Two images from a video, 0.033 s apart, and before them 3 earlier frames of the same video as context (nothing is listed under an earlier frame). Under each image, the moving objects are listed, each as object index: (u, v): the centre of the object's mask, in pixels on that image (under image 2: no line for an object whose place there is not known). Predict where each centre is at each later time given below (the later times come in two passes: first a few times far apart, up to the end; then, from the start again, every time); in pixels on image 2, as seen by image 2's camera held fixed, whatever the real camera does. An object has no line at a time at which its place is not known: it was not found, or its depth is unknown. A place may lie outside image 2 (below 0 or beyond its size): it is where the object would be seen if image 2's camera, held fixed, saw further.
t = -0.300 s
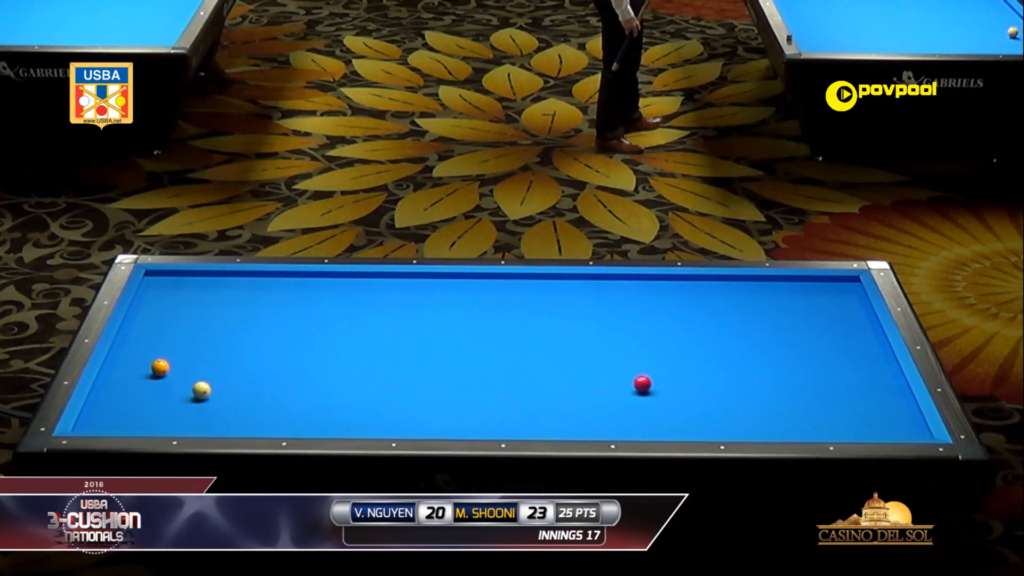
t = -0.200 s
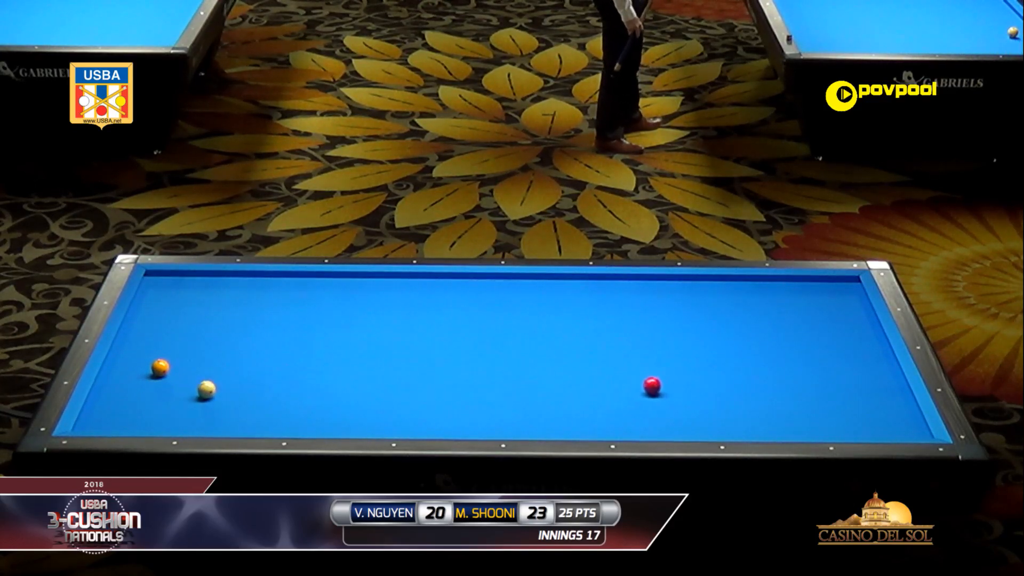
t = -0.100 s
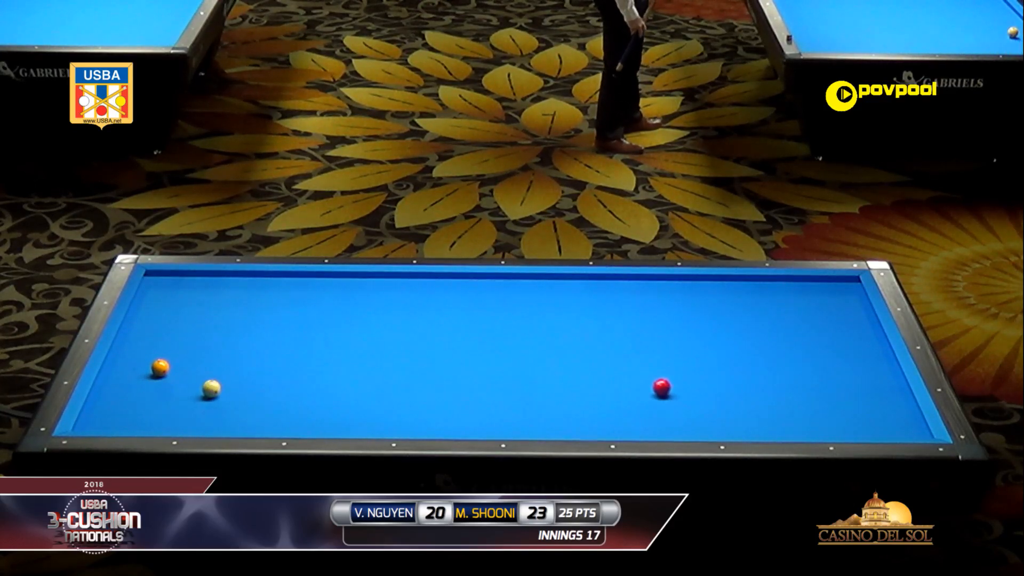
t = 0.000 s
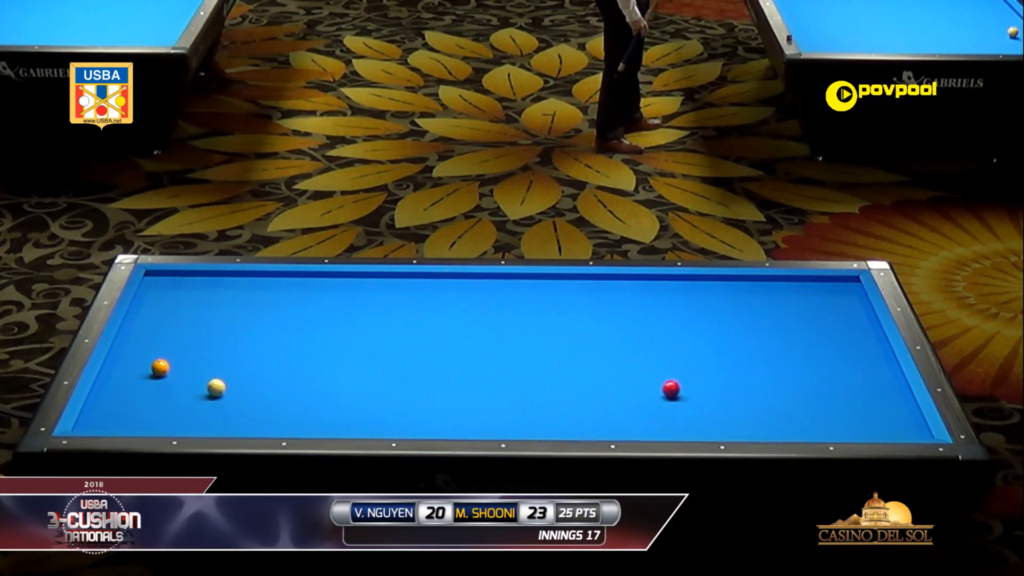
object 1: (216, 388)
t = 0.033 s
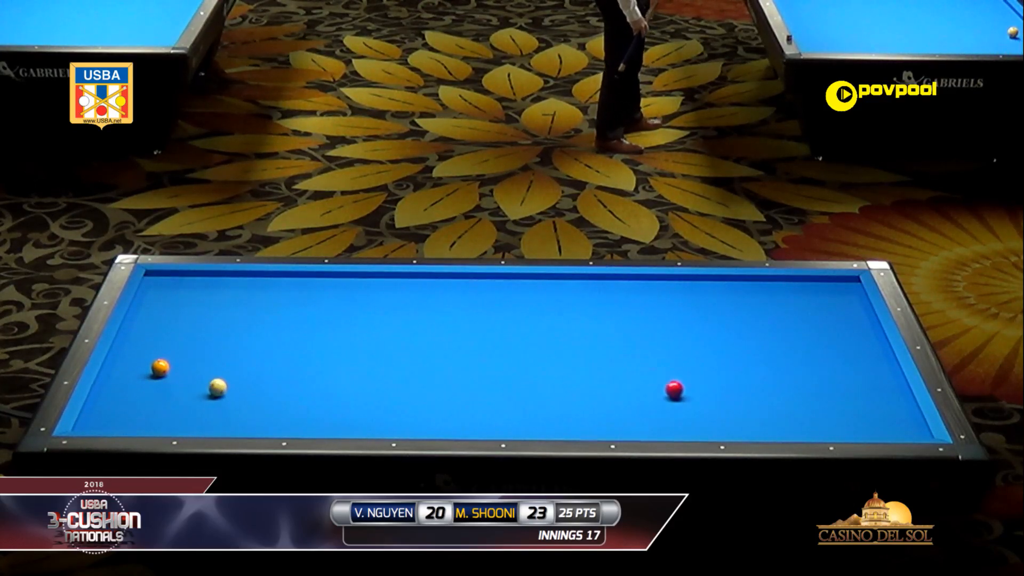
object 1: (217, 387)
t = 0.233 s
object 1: (226, 386)
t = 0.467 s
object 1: (236, 384)
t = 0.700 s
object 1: (245, 382)
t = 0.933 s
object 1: (253, 380)
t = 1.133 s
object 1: (260, 379)
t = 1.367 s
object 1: (267, 377)
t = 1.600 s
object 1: (272, 376)
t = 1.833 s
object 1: (278, 374)
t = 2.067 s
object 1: (282, 374)
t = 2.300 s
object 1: (287, 372)
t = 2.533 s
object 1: (290, 372)
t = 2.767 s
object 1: (293, 371)
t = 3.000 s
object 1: (295, 370)
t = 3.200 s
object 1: (297, 370)
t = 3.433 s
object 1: (298, 370)
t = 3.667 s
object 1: (298, 369)
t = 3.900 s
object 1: (299, 369)
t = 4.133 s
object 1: (299, 369)
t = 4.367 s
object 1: (299, 369)
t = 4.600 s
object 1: (299, 369)
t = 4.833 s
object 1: (299, 369)
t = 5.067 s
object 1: (299, 369)
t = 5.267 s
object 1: (298, 369)
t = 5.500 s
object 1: (299, 369)
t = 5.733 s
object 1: (298, 369)
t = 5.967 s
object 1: (299, 369)
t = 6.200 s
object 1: (299, 369)
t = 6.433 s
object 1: (299, 368)
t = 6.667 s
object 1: (299, 369)
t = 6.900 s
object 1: (298, 369)
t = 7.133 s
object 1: (299, 369)
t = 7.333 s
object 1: (299, 369)
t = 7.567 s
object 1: (299, 369)
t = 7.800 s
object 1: (298, 369)
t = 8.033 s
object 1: (299, 369)
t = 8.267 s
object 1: (299, 369)
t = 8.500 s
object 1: (298, 369)
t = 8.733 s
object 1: (299, 369)
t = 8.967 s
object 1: (299, 369)
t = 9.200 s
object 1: (299, 369)
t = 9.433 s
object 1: (298, 369)
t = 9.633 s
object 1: (298, 369)
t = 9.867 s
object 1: (298, 369)
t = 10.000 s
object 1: (298, 369)
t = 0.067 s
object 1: (219, 387)
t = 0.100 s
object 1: (220, 387)
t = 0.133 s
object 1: (222, 386)
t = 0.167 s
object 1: (224, 386)
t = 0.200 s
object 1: (225, 385)
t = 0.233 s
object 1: (226, 386)
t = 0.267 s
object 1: (228, 385)
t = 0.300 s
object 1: (229, 385)
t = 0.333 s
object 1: (231, 385)
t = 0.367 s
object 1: (232, 385)
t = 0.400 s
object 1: (233, 384)
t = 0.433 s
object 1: (235, 384)
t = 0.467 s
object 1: (236, 384)
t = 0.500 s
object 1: (238, 384)
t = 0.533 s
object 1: (239, 383)
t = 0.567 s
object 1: (240, 383)
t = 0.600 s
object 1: (241, 383)
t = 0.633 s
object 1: (243, 382)
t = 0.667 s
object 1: (244, 382)
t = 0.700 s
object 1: (245, 382)
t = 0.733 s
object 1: (246, 382)
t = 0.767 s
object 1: (248, 382)
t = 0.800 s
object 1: (249, 381)
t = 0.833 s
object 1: (250, 381)
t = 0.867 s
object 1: (251, 381)
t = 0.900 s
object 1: (252, 380)
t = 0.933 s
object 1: (253, 380)
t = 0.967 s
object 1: (254, 380)
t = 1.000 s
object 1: (255, 380)
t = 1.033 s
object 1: (257, 380)
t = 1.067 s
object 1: (258, 379)
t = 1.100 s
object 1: (258, 379)
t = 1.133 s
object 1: (260, 379)
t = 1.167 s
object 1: (261, 378)
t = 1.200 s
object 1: (262, 379)
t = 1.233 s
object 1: (263, 378)
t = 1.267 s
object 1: (264, 378)
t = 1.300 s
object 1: (265, 378)
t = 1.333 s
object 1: (266, 377)
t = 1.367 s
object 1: (267, 377)
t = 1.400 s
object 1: (267, 377)
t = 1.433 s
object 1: (268, 377)
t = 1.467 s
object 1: (269, 377)
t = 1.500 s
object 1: (270, 377)
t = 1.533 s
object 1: (271, 376)
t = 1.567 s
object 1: (272, 376)
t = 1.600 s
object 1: (272, 376)
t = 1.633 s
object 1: (273, 376)
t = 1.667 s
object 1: (274, 376)
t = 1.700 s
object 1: (275, 375)
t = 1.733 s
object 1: (276, 375)
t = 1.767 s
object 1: (277, 375)
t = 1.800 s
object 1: (277, 375)
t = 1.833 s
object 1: (278, 374)
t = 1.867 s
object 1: (279, 374)
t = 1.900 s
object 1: (279, 374)
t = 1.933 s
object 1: (280, 374)
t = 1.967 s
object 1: (281, 374)
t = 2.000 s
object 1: (281, 374)
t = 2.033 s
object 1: (282, 374)
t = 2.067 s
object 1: (282, 374)
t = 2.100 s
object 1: (283, 373)
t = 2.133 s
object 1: (284, 373)
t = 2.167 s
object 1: (284, 373)
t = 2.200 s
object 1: (285, 373)
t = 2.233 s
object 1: (285, 373)
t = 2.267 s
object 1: (286, 373)
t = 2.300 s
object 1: (287, 372)
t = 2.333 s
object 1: (287, 372)
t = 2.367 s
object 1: (288, 372)
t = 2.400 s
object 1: (288, 372)
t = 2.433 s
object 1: (289, 372)
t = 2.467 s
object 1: (289, 372)
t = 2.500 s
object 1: (289, 372)
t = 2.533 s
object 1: (290, 372)
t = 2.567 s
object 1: (290, 372)
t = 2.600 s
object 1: (291, 372)
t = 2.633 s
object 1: (291, 371)
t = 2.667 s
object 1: (292, 371)
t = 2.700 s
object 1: (292, 371)
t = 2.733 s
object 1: (293, 371)
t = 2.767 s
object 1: (293, 371)
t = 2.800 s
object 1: (293, 371)
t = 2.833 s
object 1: (294, 371)
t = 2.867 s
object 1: (294, 371)
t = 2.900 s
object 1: (294, 371)
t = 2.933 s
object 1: (295, 370)
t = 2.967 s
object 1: (295, 370)
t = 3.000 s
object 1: (295, 370)
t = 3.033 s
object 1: (296, 370)
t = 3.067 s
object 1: (296, 370)
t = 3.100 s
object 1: (296, 370)
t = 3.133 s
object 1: (296, 370)
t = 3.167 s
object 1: (297, 369)
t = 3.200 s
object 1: (297, 370)
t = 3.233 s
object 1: (297, 370)
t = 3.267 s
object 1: (297, 370)
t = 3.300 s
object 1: (297, 370)
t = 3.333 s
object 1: (297, 369)
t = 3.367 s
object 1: (297, 370)
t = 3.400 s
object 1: (298, 370)
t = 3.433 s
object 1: (298, 370)
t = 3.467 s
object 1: (298, 369)
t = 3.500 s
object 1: (298, 369)
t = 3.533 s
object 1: (298, 369)
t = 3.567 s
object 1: (298, 369)
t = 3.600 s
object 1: (298, 369)
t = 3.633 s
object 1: (298, 369)
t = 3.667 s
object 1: (298, 369)
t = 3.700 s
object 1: (298, 369)
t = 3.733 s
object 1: (298, 369)
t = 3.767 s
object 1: (299, 369)
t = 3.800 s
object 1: (298, 369)
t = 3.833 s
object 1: (299, 369)
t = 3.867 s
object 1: (299, 369)
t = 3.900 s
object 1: (299, 369)
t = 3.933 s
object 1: (299, 369)
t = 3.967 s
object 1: (299, 369)
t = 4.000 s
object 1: (299, 369)
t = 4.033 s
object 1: (299, 369)
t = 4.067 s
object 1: (299, 369)
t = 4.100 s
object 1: (299, 369)
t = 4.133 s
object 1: (299, 369)
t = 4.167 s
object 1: (299, 369)
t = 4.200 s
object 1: (299, 369)
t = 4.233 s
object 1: (299, 369)
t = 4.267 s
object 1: (299, 369)
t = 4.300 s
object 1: (299, 369)
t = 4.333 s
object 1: (299, 369)
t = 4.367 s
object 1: (299, 369)
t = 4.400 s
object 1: (299, 369)
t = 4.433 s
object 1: (299, 369)
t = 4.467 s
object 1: (299, 369)
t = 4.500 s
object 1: (299, 369)
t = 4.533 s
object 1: (299, 369)
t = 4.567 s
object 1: (299, 369)
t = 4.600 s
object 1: (299, 369)
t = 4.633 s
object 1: (299, 369)
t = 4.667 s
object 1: (299, 369)
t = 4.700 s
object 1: (299, 369)
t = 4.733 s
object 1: (299, 369)
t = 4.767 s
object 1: (299, 369)
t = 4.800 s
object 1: (299, 369)
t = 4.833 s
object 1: (299, 369)
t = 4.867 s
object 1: (299, 369)
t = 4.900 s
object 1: (299, 369)
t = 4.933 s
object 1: (299, 369)
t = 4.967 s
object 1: (299, 369)
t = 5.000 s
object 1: (299, 369)
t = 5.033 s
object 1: (299, 369)
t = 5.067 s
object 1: (299, 369)
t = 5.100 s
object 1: (299, 369)
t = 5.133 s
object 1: (299, 369)
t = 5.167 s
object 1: (299, 369)
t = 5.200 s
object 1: (299, 369)
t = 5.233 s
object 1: (299, 369)
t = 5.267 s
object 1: (298, 369)
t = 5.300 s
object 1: (299, 369)
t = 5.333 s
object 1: (299, 369)
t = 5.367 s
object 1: (299, 369)
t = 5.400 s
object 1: (298, 369)
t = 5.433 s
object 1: (299, 369)
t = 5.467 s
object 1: (298, 369)
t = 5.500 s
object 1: (299, 369)
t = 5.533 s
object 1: (299, 369)
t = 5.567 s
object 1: (298, 369)
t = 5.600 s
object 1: (299, 369)
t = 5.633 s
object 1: (299, 369)
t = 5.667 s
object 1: (299, 369)
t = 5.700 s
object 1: (298, 369)
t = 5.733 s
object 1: (298, 369)
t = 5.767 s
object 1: (298, 369)
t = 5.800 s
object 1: (299, 369)
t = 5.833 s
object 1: (299, 369)
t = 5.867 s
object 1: (299, 369)
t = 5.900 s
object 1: (298, 369)
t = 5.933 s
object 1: (299, 369)
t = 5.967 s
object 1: (299, 369)
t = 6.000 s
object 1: (299, 369)
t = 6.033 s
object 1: (299, 369)
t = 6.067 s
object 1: (299, 369)
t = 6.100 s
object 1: (299, 369)
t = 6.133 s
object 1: (299, 369)
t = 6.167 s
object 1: (299, 369)
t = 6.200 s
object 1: (299, 369)
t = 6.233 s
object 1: (299, 369)
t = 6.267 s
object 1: (299, 369)
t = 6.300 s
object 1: (299, 369)
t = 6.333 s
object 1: (299, 369)
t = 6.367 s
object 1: (299, 369)
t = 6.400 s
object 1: (298, 369)
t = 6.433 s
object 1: (299, 368)
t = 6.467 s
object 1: (299, 368)
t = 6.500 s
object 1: (299, 369)
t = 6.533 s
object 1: (299, 369)
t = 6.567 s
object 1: (299, 369)
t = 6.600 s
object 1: (299, 368)
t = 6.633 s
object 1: (299, 368)
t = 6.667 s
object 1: (299, 369)
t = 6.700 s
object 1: (298, 369)
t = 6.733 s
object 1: (299, 369)
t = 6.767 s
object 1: (299, 369)
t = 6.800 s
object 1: (299, 368)
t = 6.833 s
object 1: (299, 369)
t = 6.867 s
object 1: (298, 369)
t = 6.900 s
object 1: (298, 369)
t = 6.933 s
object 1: (298, 369)
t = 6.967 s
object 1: (299, 369)
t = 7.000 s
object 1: (299, 369)
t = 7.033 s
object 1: (299, 369)
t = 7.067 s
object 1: (299, 369)
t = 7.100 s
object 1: (299, 369)
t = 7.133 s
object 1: (299, 369)
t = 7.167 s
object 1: (299, 369)
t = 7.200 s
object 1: (298, 369)
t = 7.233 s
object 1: (299, 369)
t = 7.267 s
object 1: (299, 369)
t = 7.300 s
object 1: (299, 369)
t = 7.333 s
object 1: (299, 369)
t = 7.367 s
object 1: (299, 369)
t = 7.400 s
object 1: (299, 369)
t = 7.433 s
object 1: (299, 369)
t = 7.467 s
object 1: (299, 369)
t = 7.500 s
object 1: (299, 369)
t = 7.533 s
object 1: (299, 369)
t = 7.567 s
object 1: (299, 369)
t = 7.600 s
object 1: (298, 369)
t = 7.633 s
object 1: (298, 369)
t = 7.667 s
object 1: (299, 369)
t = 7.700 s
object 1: (298, 369)
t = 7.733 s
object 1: (298, 369)
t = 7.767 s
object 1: (298, 369)
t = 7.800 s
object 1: (298, 369)
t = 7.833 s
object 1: (299, 369)
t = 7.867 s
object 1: (299, 369)
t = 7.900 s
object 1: (299, 369)
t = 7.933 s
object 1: (298, 369)
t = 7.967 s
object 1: (299, 369)
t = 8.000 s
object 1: (298, 369)
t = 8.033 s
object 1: (299, 369)
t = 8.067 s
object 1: (298, 369)
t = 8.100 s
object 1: (298, 369)
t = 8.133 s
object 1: (299, 369)
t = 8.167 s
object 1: (298, 369)
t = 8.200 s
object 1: (298, 369)
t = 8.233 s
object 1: (298, 369)
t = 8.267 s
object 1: (299, 369)
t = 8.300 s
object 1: (298, 369)
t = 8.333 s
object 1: (298, 369)
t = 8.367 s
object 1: (298, 369)
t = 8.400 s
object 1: (299, 368)
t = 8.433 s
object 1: (298, 369)
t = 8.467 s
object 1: (298, 369)
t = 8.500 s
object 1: (298, 369)
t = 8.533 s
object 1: (298, 369)
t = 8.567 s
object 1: (298, 369)
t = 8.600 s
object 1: (298, 369)
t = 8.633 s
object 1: (299, 369)
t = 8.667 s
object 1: (298, 369)
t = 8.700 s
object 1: (298, 369)
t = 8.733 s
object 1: (299, 369)
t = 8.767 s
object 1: (299, 369)
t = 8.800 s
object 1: (298, 369)
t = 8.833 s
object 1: (298, 369)
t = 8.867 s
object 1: (299, 369)
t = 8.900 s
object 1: (299, 369)
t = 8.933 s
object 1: (299, 369)
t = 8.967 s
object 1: (299, 369)
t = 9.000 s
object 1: (299, 369)
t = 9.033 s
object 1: (299, 369)
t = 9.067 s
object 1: (299, 369)
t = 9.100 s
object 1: (299, 369)
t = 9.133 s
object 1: (298, 369)
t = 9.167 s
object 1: (299, 369)
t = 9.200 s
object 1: (299, 369)
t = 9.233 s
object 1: (298, 369)
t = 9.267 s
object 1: (298, 369)
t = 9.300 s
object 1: (298, 369)
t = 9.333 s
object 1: (298, 369)
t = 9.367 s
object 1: (298, 369)
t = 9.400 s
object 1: (298, 369)
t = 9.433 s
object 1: (298, 369)
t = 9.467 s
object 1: (299, 369)
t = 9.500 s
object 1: (298, 369)
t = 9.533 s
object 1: (298, 369)
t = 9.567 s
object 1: (298, 369)
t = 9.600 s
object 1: (298, 369)
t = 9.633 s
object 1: (298, 369)
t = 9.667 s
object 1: (298, 369)
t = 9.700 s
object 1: (299, 369)
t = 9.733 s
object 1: (298, 369)
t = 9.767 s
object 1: (298, 369)
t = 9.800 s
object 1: (298, 369)
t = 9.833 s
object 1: (298, 369)
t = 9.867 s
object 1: (298, 369)
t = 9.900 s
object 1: (298, 369)
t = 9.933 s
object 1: (298, 369)
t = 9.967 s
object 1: (298, 369)
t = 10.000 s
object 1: (298, 369)
